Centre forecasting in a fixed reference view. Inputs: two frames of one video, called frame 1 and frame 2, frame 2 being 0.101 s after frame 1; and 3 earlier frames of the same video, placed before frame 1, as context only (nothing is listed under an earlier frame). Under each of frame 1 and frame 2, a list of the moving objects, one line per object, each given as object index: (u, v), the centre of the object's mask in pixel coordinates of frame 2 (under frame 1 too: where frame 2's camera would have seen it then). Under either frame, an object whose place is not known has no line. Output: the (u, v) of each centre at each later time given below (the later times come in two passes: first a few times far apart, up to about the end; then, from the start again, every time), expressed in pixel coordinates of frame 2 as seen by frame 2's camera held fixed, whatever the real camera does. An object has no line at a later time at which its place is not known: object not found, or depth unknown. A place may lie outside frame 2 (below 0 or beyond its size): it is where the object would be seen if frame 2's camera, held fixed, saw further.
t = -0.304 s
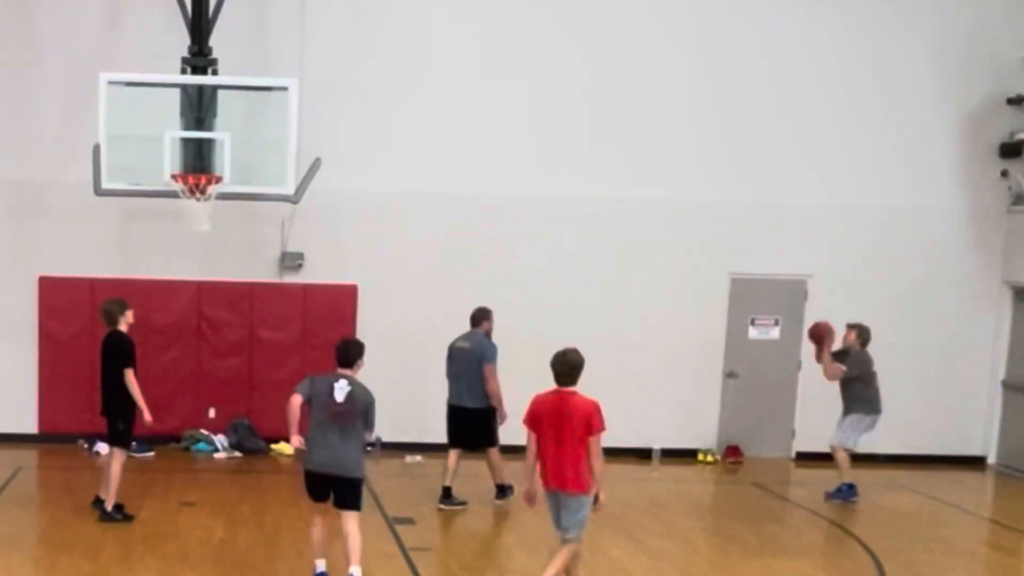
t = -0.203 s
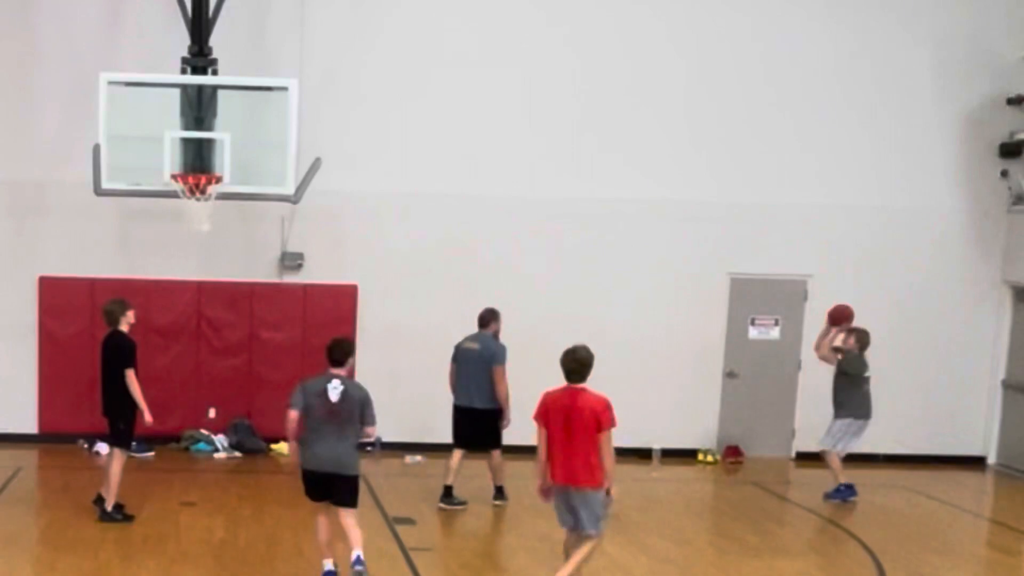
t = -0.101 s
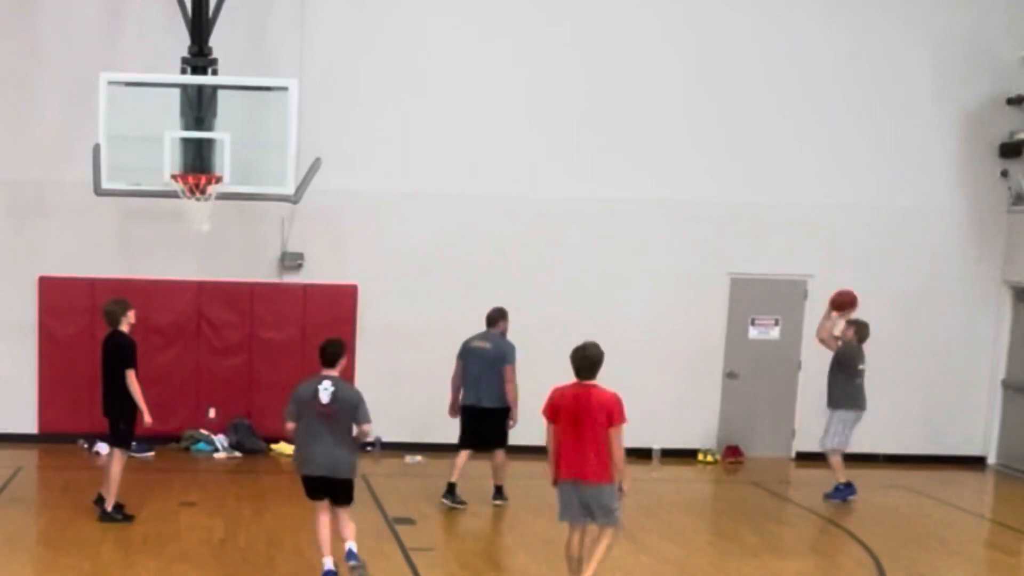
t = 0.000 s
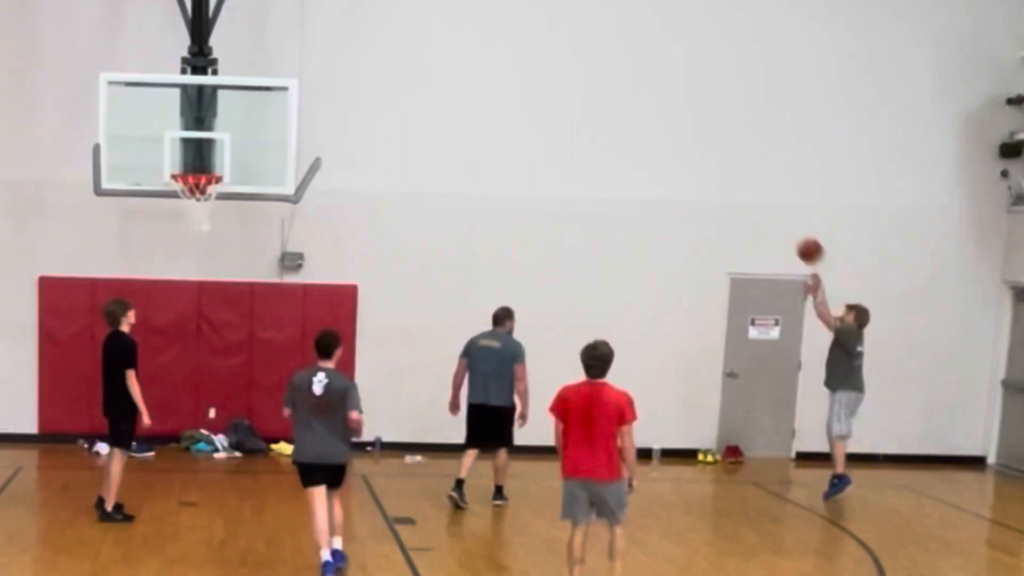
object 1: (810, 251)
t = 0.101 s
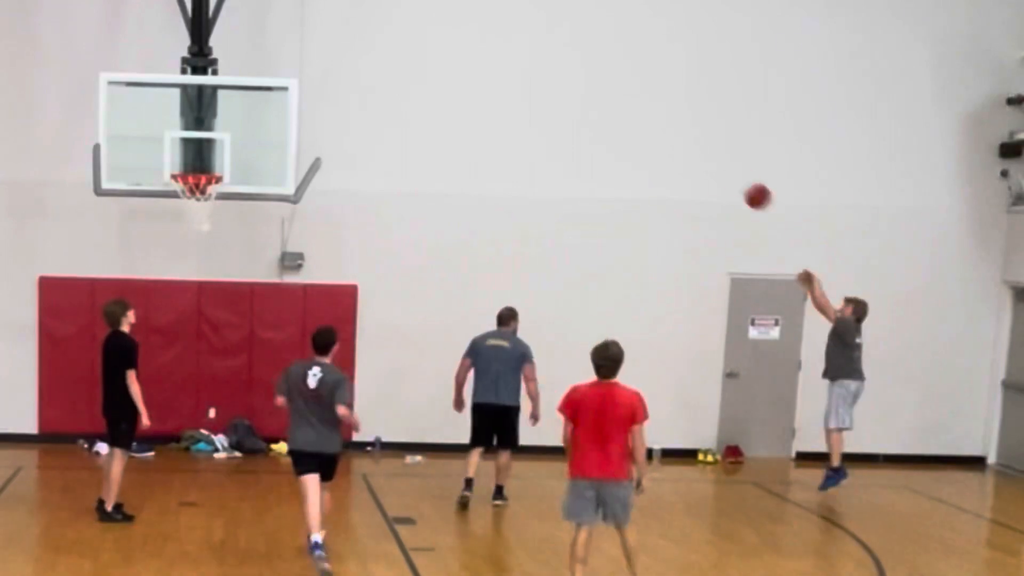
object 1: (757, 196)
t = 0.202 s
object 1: (703, 152)
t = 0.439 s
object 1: (573, 86)
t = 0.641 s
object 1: (459, 75)
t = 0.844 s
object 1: (342, 107)
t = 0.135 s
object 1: (739, 180)
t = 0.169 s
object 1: (721, 165)
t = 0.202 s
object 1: (703, 152)
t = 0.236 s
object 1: (685, 139)
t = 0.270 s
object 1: (666, 127)
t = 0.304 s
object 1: (648, 117)
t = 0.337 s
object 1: (629, 107)
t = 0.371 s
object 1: (610, 99)
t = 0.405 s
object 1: (592, 92)
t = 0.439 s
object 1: (573, 86)
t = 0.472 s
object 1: (554, 81)
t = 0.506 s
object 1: (535, 78)
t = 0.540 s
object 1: (516, 76)
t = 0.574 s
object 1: (497, 75)
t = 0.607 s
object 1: (478, 74)
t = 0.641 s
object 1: (459, 75)
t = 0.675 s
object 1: (439, 77)
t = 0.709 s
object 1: (419, 82)
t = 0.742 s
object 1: (400, 86)
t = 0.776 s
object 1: (381, 91)
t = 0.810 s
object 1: (362, 98)
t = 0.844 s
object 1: (342, 107)
